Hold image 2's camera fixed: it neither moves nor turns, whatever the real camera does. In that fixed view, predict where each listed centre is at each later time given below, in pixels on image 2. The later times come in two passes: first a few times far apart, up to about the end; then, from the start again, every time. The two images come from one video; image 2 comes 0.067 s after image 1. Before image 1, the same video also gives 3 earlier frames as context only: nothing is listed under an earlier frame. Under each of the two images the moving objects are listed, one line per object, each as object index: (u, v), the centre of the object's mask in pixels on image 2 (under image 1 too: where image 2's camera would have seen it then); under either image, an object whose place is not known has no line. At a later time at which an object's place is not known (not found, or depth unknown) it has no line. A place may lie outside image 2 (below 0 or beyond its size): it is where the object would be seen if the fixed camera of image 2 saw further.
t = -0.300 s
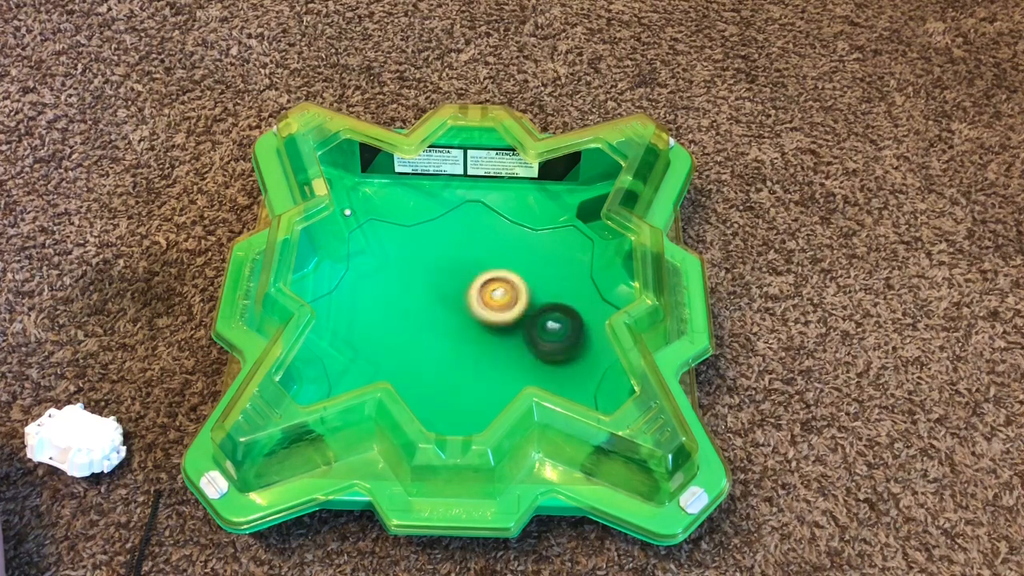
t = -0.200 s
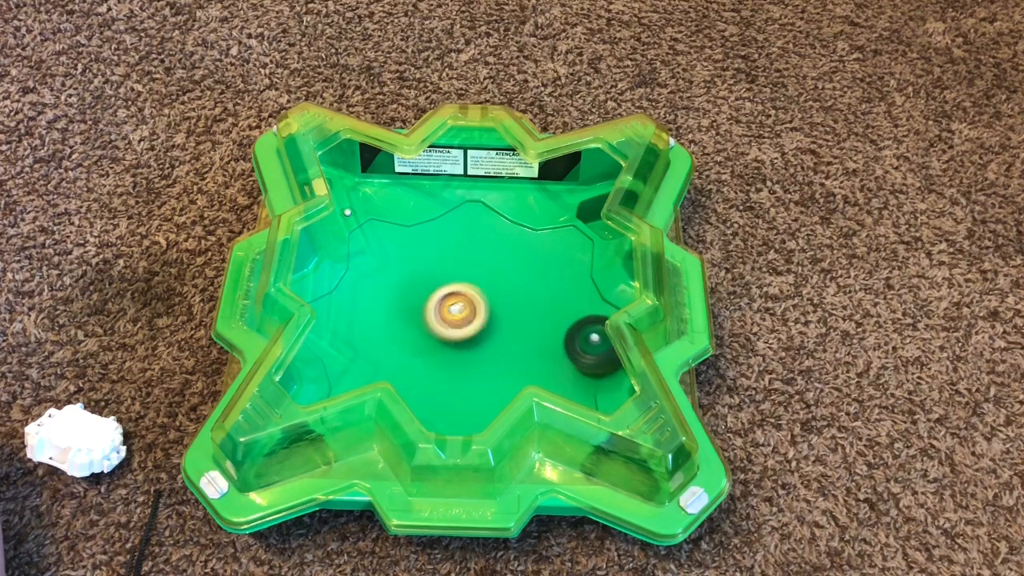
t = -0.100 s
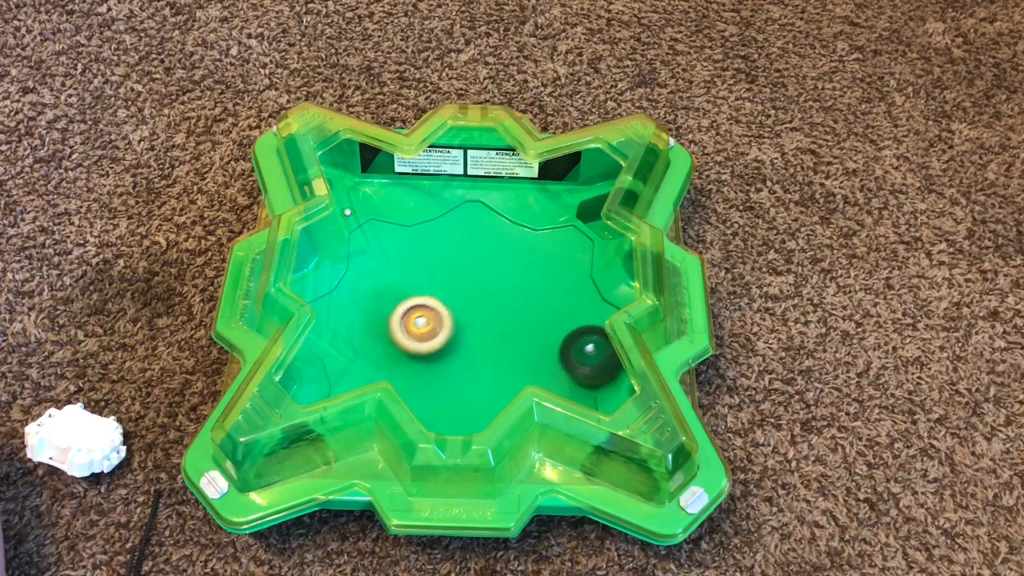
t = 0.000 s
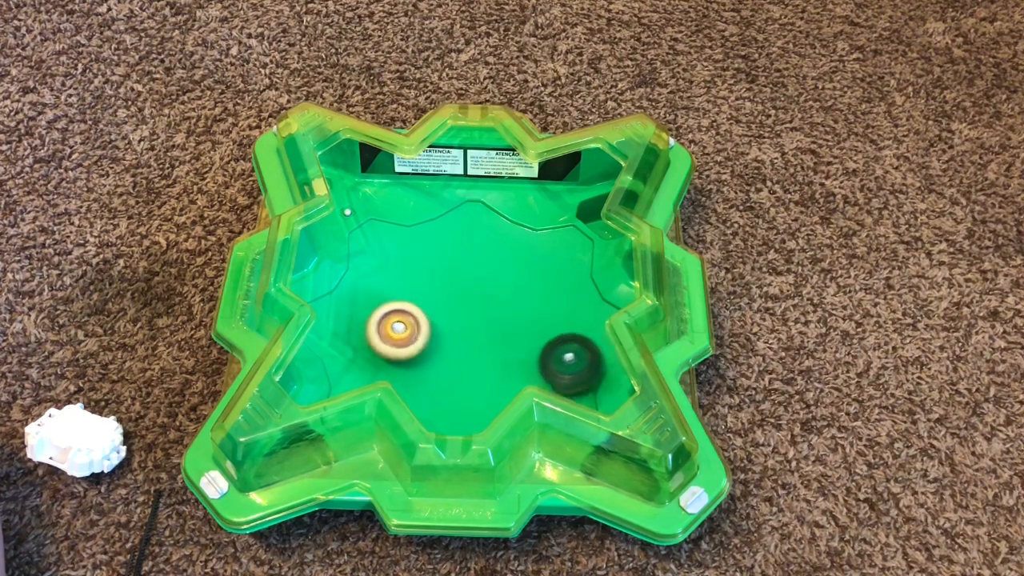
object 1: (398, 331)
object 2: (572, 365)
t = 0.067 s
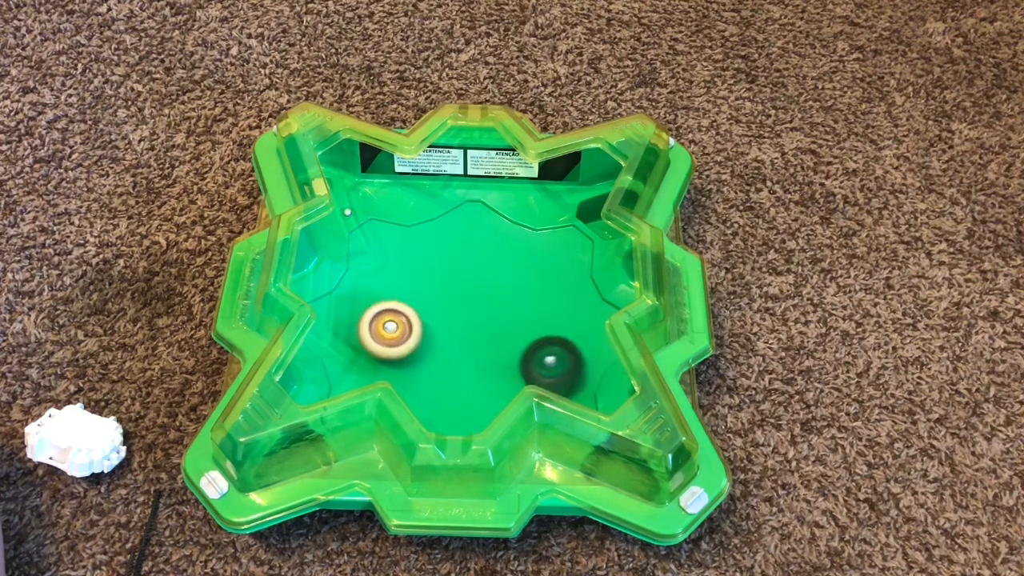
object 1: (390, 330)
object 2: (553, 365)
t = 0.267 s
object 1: (394, 322)
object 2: (495, 361)
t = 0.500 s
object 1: (350, 303)
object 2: (560, 360)
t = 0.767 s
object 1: (373, 288)
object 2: (572, 368)
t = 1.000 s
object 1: (455, 331)
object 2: (531, 365)
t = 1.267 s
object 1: (394, 353)
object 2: (577, 359)
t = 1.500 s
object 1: (440, 362)
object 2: (521, 344)
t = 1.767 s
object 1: (438, 398)
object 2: (481, 283)
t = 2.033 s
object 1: (453, 374)
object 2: (439, 307)
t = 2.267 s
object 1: (543, 351)
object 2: (384, 337)
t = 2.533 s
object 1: (547, 326)
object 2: (424, 365)
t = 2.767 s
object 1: (479, 308)
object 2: (501, 366)
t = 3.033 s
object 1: (428, 322)
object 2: (540, 335)
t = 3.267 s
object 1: (442, 345)
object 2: (518, 312)
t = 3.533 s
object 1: (478, 358)
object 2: (450, 288)
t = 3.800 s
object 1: (477, 337)
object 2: (406, 306)
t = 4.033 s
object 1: (484, 309)
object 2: (381, 359)
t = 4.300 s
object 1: (492, 315)
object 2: (435, 396)
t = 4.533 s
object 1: (480, 322)
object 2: (500, 383)
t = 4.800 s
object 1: (467, 307)
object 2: (531, 328)
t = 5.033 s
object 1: (419, 324)
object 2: (516, 298)
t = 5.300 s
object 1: (444, 371)
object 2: (444, 291)
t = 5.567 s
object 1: (468, 372)
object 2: (409, 287)
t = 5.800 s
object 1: (470, 341)
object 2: (419, 322)
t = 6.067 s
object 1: (536, 311)
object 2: (370, 345)
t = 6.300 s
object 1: (496, 314)
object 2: (387, 330)
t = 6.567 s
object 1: (455, 328)
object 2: (406, 356)
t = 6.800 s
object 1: (461, 329)
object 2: (415, 349)
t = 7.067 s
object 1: (461, 319)
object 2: (418, 346)
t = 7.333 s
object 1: (462, 321)
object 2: (418, 345)
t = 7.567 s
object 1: (462, 322)
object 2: (418, 345)
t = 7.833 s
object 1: (462, 321)
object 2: (418, 345)
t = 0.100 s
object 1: (388, 329)
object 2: (543, 364)
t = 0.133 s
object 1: (387, 328)
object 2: (532, 364)
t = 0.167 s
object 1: (387, 326)
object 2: (522, 364)
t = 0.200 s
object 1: (388, 325)
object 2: (513, 364)
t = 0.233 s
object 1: (391, 323)
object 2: (504, 363)
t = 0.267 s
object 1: (394, 322)
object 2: (495, 361)
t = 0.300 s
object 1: (398, 321)
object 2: (488, 360)
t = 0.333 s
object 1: (404, 321)
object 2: (481, 358)
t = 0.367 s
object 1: (411, 321)
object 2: (475, 356)
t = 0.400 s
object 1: (409, 321)
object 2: (479, 356)
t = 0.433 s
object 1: (385, 314)
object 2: (510, 358)
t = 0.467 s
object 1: (365, 308)
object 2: (538, 359)
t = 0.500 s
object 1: (350, 303)
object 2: (560, 360)
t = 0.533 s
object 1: (340, 299)
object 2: (577, 359)
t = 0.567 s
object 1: (335, 294)
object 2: (586, 358)
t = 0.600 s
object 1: (333, 291)
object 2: (589, 358)
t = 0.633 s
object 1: (336, 288)
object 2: (590, 359)
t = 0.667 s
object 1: (341, 286)
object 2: (588, 362)
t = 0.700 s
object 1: (351, 285)
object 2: (584, 365)
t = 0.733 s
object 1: (361, 285)
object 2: (578, 367)
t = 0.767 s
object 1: (373, 288)
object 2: (572, 368)
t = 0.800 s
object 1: (387, 291)
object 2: (564, 369)
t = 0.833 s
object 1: (401, 295)
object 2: (556, 369)
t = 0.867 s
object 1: (417, 302)
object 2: (546, 368)
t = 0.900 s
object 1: (432, 309)
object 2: (535, 367)
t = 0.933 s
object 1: (447, 317)
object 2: (525, 366)
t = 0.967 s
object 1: (462, 326)
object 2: (516, 366)
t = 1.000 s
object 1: (455, 331)
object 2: (531, 365)
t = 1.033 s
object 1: (438, 334)
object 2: (554, 366)
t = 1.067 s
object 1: (423, 337)
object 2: (570, 366)
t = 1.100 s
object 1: (410, 340)
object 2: (581, 363)
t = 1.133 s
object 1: (401, 343)
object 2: (585, 362)
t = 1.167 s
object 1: (395, 346)
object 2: (586, 361)
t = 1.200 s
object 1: (392, 348)
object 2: (584, 361)
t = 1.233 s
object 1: (392, 351)
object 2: (581, 360)
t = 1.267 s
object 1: (394, 353)
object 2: (577, 359)
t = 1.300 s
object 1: (397, 355)
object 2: (570, 358)
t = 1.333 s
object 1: (402, 357)
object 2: (563, 356)
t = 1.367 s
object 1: (408, 359)
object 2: (556, 354)
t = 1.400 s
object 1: (415, 360)
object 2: (547, 351)
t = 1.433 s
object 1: (422, 361)
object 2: (539, 349)
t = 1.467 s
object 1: (431, 362)
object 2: (531, 347)
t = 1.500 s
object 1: (440, 362)
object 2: (521, 344)
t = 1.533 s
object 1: (449, 362)
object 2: (513, 342)
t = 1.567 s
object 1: (454, 364)
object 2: (507, 337)
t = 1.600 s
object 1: (452, 373)
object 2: (507, 323)
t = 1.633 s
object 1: (448, 382)
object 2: (507, 312)
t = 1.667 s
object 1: (445, 390)
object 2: (502, 301)
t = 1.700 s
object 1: (441, 395)
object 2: (497, 292)
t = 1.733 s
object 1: (439, 397)
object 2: (489, 286)
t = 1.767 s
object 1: (438, 398)
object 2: (481, 283)
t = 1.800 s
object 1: (437, 398)
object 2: (475, 284)
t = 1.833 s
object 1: (436, 397)
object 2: (469, 286)
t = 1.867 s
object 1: (436, 395)
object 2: (464, 288)
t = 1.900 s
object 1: (437, 392)
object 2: (458, 290)
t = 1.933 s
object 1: (439, 388)
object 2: (453, 293)
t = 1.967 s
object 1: (443, 384)
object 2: (448, 297)
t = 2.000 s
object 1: (447, 379)
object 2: (444, 302)
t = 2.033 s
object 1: (453, 374)
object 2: (439, 307)
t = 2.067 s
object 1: (458, 369)
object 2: (436, 313)
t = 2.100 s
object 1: (463, 363)
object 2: (432, 319)
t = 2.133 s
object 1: (479, 360)
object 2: (422, 324)
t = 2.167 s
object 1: (500, 359)
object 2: (409, 325)
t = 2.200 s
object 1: (517, 358)
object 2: (397, 328)
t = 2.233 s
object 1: (533, 354)
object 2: (389, 332)
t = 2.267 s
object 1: (543, 351)
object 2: (384, 337)
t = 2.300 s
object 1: (552, 348)
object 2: (385, 341)
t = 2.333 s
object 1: (558, 344)
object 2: (387, 345)
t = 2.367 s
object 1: (561, 342)
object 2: (391, 348)
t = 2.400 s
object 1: (562, 339)
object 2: (395, 351)
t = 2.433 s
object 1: (561, 335)
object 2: (400, 355)
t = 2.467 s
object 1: (558, 332)
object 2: (406, 358)
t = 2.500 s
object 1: (553, 329)
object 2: (414, 362)
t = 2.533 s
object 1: (547, 326)
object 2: (424, 365)
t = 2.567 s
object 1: (540, 323)
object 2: (434, 367)
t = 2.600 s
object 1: (531, 320)
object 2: (444, 369)
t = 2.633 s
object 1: (521, 316)
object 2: (456, 370)
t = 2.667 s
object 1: (511, 314)
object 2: (468, 370)
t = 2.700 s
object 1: (501, 311)
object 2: (479, 369)
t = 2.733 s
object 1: (489, 311)
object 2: (490, 368)
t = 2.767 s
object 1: (479, 308)
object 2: (501, 366)
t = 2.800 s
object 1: (469, 308)
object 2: (510, 364)
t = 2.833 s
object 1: (460, 308)
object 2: (518, 360)
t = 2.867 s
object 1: (451, 309)
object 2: (524, 356)
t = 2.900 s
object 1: (444, 311)
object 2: (530, 352)
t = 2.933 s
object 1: (438, 313)
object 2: (534, 348)
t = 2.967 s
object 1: (433, 315)
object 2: (537, 343)
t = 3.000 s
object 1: (429, 318)
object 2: (539, 339)
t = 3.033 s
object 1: (428, 322)
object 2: (540, 335)
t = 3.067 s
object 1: (427, 325)
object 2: (539, 331)
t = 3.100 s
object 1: (428, 329)
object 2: (538, 327)
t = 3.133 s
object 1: (429, 333)
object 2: (536, 324)
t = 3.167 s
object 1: (431, 335)
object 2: (533, 321)
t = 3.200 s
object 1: (434, 339)
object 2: (529, 317)
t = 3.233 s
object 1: (438, 342)
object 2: (524, 314)
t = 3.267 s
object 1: (442, 345)
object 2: (518, 312)
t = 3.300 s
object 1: (447, 347)
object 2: (510, 309)
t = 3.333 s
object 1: (452, 349)
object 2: (503, 306)
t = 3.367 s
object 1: (458, 350)
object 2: (493, 304)
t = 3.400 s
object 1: (462, 352)
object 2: (484, 302)
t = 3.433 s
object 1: (466, 354)
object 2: (476, 296)
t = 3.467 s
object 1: (471, 356)
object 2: (468, 293)
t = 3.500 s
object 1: (475, 357)
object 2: (459, 290)
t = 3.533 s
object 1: (478, 358)
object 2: (450, 288)
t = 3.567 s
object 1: (481, 357)
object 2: (443, 288)
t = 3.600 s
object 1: (482, 354)
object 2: (435, 288)
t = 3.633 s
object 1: (483, 352)
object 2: (429, 289)
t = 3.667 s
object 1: (483, 349)
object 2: (423, 291)
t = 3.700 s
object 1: (482, 346)
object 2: (418, 294)
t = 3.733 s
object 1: (481, 343)
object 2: (414, 297)
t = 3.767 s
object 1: (480, 340)
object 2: (410, 301)
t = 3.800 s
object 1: (477, 337)
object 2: (406, 306)
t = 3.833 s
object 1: (475, 334)
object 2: (404, 311)
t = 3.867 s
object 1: (472, 332)
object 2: (403, 317)
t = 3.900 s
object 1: (468, 331)
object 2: (402, 323)
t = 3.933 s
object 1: (465, 328)
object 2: (403, 329)
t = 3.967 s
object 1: (470, 324)
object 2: (393, 341)
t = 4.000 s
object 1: (478, 316)
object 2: (385, 352)
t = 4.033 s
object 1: (484, 309)
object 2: (381, 359)
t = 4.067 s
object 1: (490, 306)
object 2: (382, 365)
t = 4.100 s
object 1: (493, 303)
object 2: (386, 370)
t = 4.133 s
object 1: (496, 302)
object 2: (393, 375)
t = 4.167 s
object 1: (497, 302)
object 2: (401, 380)
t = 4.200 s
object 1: (497, 303)
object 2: (411, 386)
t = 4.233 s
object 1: (496, 306)
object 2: (419, 390)
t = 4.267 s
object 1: (494, 310)
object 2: (427, 394)
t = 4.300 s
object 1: (492, 315)
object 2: (435, 396)
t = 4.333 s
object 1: (490, 320)
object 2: (444, 396)
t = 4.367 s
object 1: (488, 325)
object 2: (456, 394)
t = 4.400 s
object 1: (488, 330)
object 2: (465, 392)
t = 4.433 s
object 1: (486, 334)
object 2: (475, 388)
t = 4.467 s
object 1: (485, 332)
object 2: (485, 389)
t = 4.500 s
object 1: (482, 327)
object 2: (493, 387)
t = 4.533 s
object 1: (480, 322)
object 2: (500, 383)
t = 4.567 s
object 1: (478, 319)
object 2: (507, 378)
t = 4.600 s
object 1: (477, 316)
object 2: (514, 372)
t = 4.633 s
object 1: (476, 315)
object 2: (519, 366)
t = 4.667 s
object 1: (476, 313)
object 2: (523, 360)
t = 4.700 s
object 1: (476, 311)
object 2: (524, 353)
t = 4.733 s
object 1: (476, 309)
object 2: (525, 344)
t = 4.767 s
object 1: (477, 308)
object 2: (524, 337)
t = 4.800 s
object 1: (467, 307)
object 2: (531, 328)
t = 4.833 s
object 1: (455, 308)
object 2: (536, 319)
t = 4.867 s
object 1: (444, 310)
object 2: (540, 312)
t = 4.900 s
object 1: (435, 312)
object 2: (538, 306)
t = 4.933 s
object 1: (427, 314)
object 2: (535, 303)
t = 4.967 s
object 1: (422, 317)
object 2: (529, 299)
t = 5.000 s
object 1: (420, 320)
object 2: (522, 298)
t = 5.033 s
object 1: (419, 324)
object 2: (516, 298)
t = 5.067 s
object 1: (420, 327)
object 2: (509, 299)
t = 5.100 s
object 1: (422, 330)
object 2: (501, 301)
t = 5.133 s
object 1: (425, 333)
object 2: (491, 304)
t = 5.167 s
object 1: (428, 335)
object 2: (481, 306)
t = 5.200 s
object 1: (430, 341)
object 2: (470, 305)
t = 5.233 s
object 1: (436, 351)
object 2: (461, 300)
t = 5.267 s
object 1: (439, 364)
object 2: (452, 295)
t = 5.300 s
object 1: (444, 371)
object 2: (444, 291)
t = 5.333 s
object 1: (450, 376)
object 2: (435, 289)
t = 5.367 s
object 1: (456, 380)
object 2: (428, 288)
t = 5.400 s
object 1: (459, 382)
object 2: (421, 286)
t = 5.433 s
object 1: (461, 381)
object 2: (415, 285)
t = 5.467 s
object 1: (463, 379)
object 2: (412, 284)
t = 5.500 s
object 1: (465, 379)
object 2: (410, 285)
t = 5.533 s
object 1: (466, 376)
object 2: (408, 285)
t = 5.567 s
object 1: (468, 372)
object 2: (409, 287)
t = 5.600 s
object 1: (469, 370)
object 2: (409, 289)
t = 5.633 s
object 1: (471, 366)
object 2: (411, 292)
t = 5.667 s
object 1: (472, 360)
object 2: (413, 296)
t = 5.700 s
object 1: (472, 356)
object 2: (414, 302)
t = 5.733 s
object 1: (473, 351)
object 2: (417, 308)
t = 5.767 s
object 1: (472, 347)
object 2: (419, 315)
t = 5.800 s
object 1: (470, 341)
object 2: (419, 322)
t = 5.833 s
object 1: (479, 338)
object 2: (416, 333)
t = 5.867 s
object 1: (491, 333)
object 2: (406, 342)
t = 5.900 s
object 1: (505, 330)
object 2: (395, 350)
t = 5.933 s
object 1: (514, 325)
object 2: (385, 353)
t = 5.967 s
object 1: (524, 321)
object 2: (378, 353)
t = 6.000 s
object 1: (529, 317)
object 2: (373, 352)
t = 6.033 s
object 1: (533, 314)
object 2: (371, 349)
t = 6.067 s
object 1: (536, 311)
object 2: (370, 345)
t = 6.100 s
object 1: (534, 311)
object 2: (370, 343)
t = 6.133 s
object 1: (531, 311)
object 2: (370, 341)
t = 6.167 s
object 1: (527, 310)
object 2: (371, 338)
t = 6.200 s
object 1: (521, 312)
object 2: (373, 336)
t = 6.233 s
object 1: (514, 313)
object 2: (375, 333)
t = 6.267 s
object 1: (506, 313)
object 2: (380, 331)
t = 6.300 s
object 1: (496, 314)
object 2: (387, 330)
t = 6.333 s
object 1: (486, 315)
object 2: (395, 332)
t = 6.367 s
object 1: (476, 318)
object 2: (404, 335)
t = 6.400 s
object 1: (466, 321)
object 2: (413, 340)
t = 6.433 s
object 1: (462, 322)
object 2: (415, 345)
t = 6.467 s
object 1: (459, 322)
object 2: (414, 350)
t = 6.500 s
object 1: (456, 323)
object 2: (411, 353)
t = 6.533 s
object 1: (455, 326)
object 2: (409, 355)
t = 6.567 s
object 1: (455, 328)
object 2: (406, 356)
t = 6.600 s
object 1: (456, 328)
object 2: (404, 357)
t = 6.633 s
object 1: (458, 328)
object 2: (404, 356)
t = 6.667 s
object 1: (460, 329)
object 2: (404, 356)
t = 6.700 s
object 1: (460, 329)
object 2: (406, 356)
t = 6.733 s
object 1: (461, 330)
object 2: (409, 355)
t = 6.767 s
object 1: (461, 330)
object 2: (413, 353)
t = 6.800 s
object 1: (461, 329)
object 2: (415, 349)
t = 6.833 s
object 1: (462, 327)
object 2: (416, 348)
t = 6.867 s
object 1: (463, 326)
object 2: (417, 348)
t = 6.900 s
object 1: (463, 325)
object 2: (418, 347)
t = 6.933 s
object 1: (463, 323)
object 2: (418, 346)
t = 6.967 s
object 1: (463, 323)
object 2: (418, 346)
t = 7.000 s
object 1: (462, 321)
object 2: (418, 346)
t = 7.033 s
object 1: (462, 320)
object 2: (418, 346)
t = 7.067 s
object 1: (461, 319)
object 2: (418, 346)
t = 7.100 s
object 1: (461, 319)
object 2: (418, 346)
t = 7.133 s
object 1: (461, 320)
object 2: (418, 346)
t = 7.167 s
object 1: (461, 320)
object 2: (418, 346)
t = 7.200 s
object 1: (462, 321)
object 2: (418, 345)
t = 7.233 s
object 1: (463, 322)
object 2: (418, 345)
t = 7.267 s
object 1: (463, 322)
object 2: (418, 345)
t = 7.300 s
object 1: (463, 322)
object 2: (418, 345)
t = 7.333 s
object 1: (462, 321)
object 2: (418, 345)
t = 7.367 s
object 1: (462, 321)
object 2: (418, 345)
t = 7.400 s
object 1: (462, 321)
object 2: (418, 345)
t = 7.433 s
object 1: (462, 321)
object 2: (418, 345)
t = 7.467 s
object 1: (462, 321)
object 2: (418, 345)
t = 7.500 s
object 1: (462, 322)
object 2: (418, 345)
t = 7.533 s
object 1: (462, 322)
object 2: (418, 345)
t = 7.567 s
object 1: (462, 322)
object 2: (418, 345)
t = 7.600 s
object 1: (462, 322)
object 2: (418, 345)
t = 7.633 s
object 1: (462, 322)
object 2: (418, 345)
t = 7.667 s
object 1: (462, 321)
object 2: (418, 345)
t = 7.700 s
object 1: (462, 322)
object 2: (418, 345)
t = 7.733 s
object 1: (462, 321)
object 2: (418, 345)
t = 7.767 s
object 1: (462, 322)
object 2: (418, 345)
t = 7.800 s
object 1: (462, 321)
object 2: (418, 345)
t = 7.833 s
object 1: (462, 321)
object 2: (418, 345)
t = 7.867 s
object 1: (462, 321)
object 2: (418, 345)
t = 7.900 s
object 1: (462, 322)
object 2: (418, 345)
